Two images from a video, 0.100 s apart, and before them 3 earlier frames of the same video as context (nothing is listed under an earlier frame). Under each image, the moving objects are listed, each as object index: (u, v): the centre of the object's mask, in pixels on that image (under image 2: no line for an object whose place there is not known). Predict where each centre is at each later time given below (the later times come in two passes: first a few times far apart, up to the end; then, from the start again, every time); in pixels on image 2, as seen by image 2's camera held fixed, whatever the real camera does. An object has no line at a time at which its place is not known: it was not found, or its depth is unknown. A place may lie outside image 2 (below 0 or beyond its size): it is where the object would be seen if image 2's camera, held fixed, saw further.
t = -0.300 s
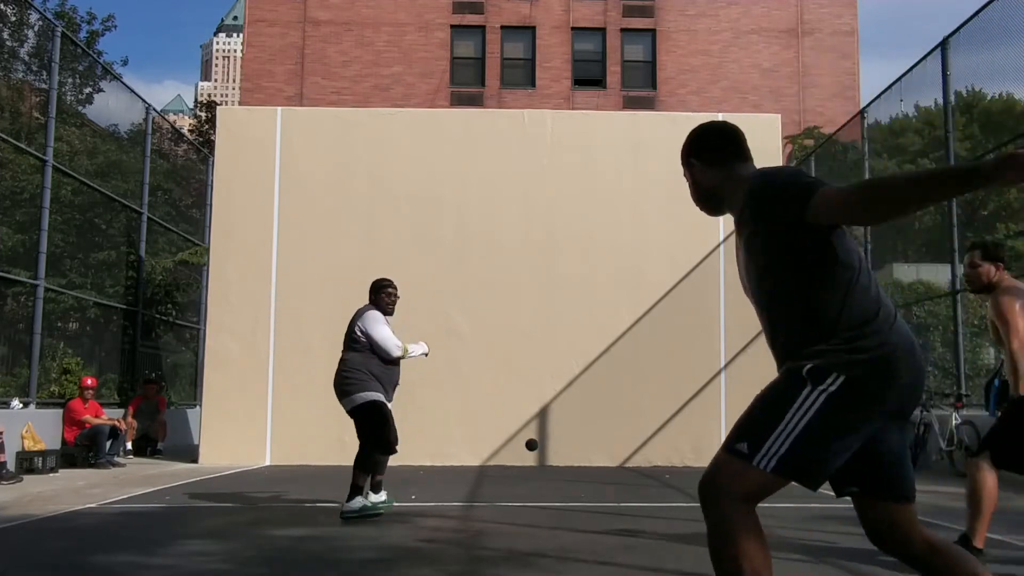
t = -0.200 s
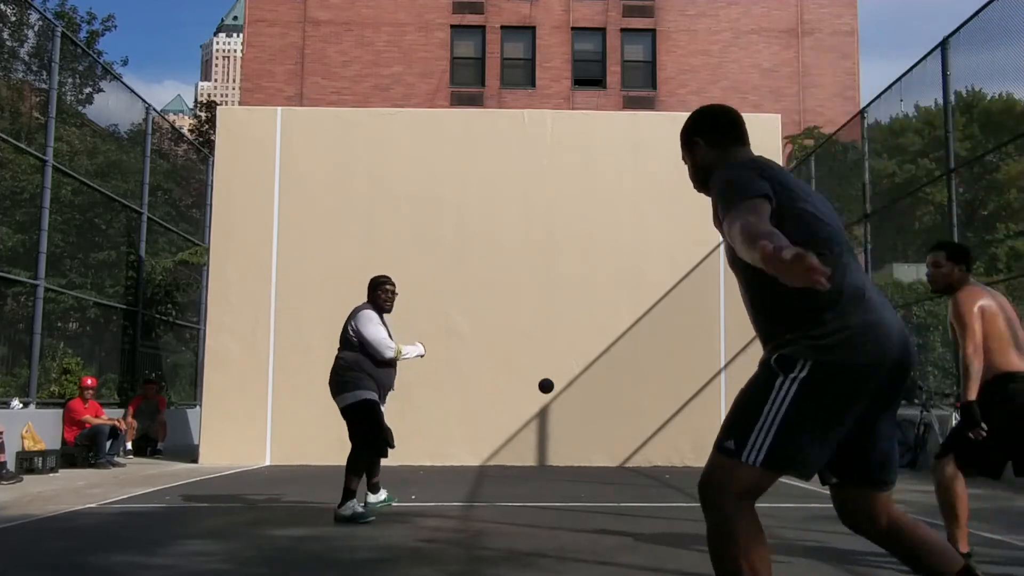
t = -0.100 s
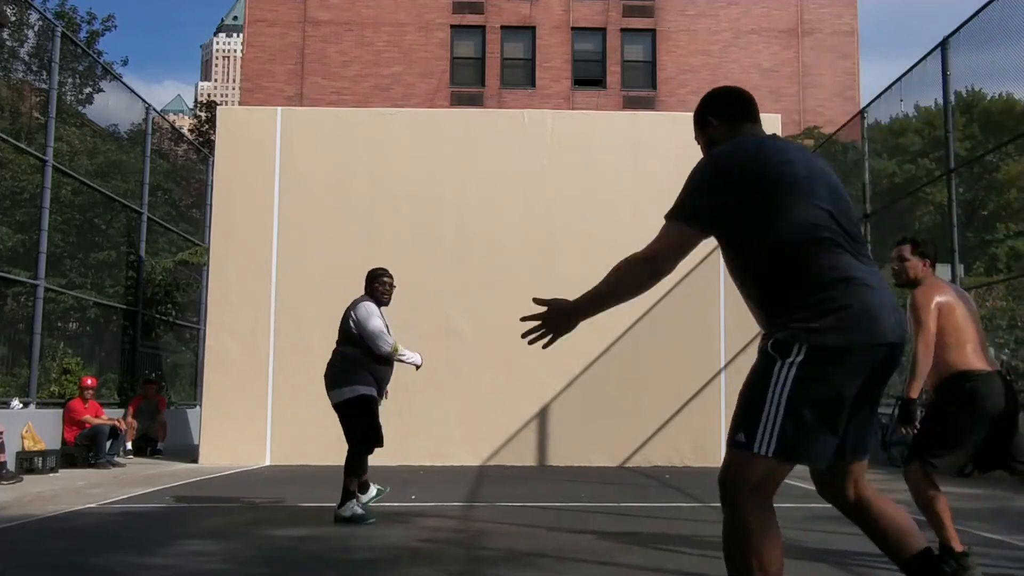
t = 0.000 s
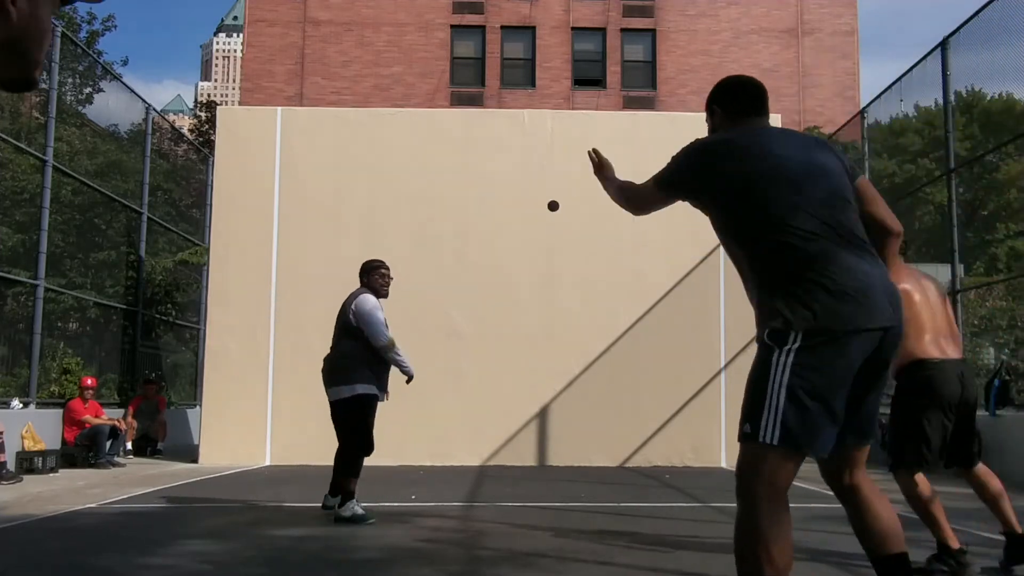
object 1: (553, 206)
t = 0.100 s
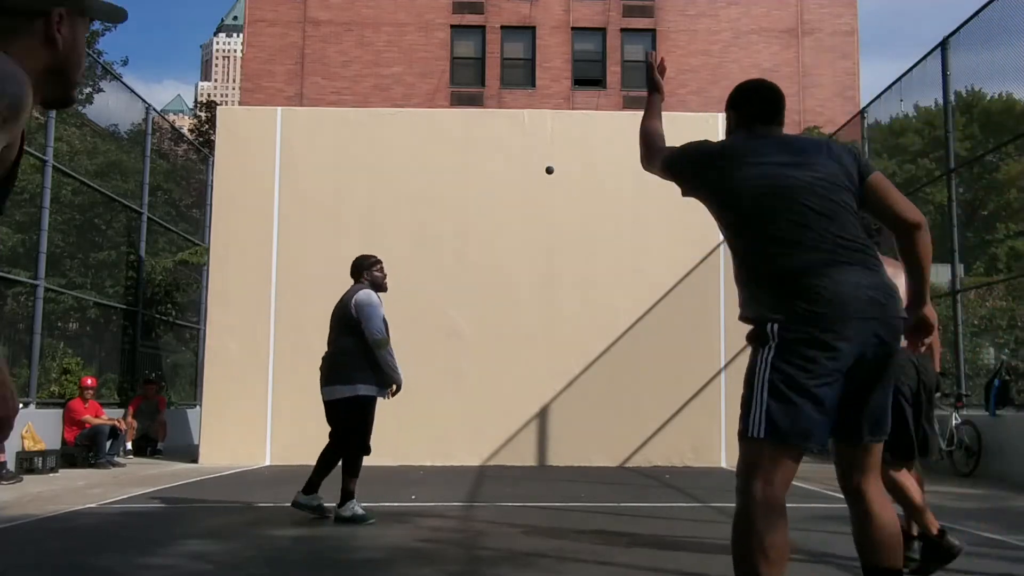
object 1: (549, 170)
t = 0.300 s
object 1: (546, 164)
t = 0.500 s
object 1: (544, 193)
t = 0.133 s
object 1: (549, 165)
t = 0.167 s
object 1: (548, 162)
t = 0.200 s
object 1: (547, 161)
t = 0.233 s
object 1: (547, 161)
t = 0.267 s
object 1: (546, 162)
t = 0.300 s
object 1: (546, 164)
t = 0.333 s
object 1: (546, 168)
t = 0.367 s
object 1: (545, 172)
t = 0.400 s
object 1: (545, 176)
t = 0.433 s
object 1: (545, 182)
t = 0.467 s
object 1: (544, 187)
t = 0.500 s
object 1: (544, 193)
